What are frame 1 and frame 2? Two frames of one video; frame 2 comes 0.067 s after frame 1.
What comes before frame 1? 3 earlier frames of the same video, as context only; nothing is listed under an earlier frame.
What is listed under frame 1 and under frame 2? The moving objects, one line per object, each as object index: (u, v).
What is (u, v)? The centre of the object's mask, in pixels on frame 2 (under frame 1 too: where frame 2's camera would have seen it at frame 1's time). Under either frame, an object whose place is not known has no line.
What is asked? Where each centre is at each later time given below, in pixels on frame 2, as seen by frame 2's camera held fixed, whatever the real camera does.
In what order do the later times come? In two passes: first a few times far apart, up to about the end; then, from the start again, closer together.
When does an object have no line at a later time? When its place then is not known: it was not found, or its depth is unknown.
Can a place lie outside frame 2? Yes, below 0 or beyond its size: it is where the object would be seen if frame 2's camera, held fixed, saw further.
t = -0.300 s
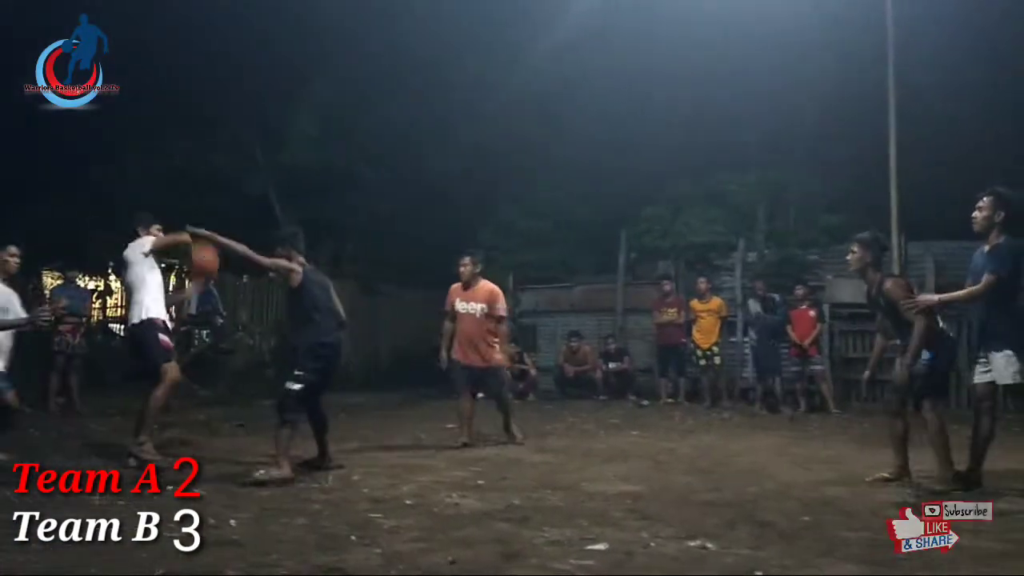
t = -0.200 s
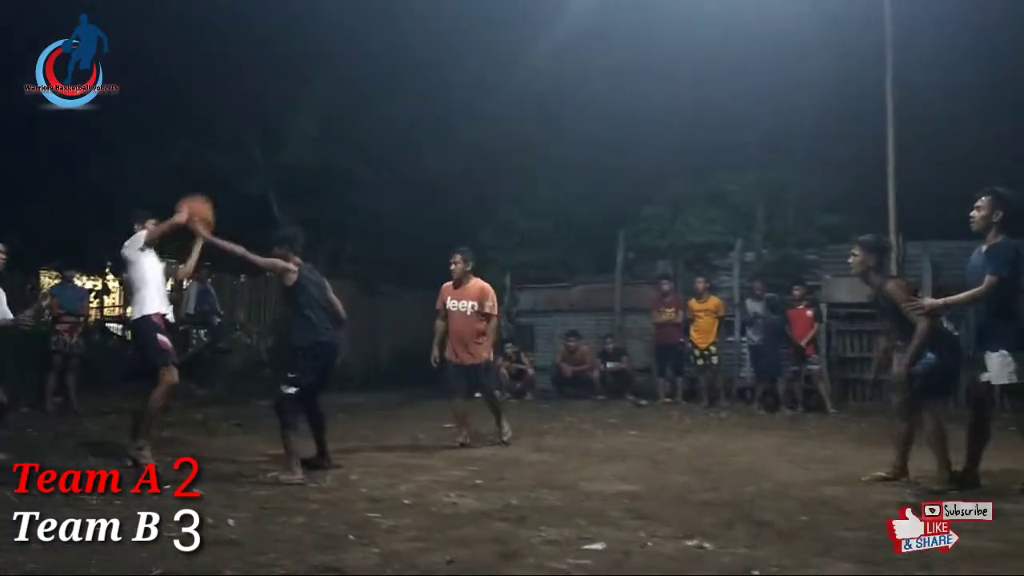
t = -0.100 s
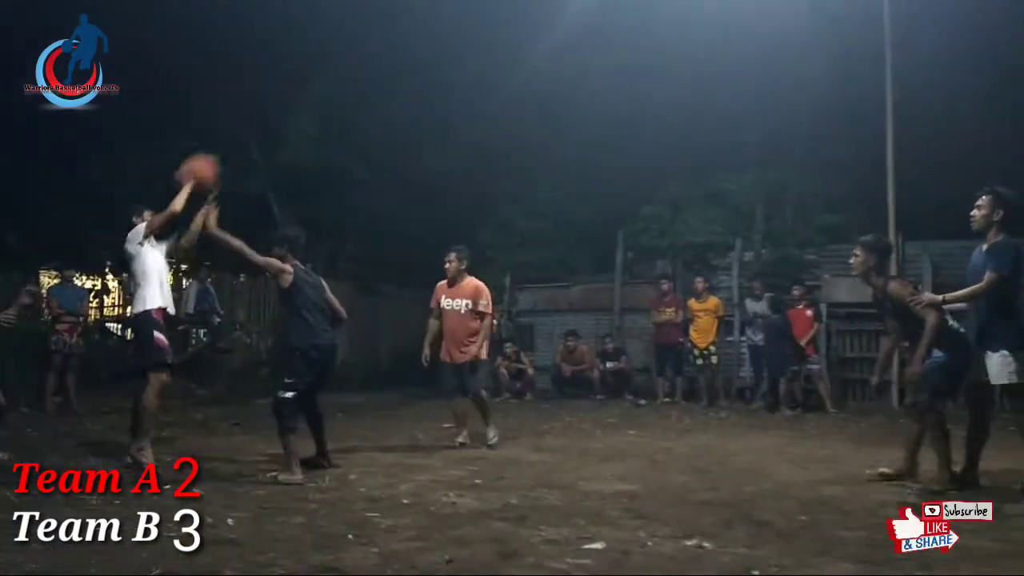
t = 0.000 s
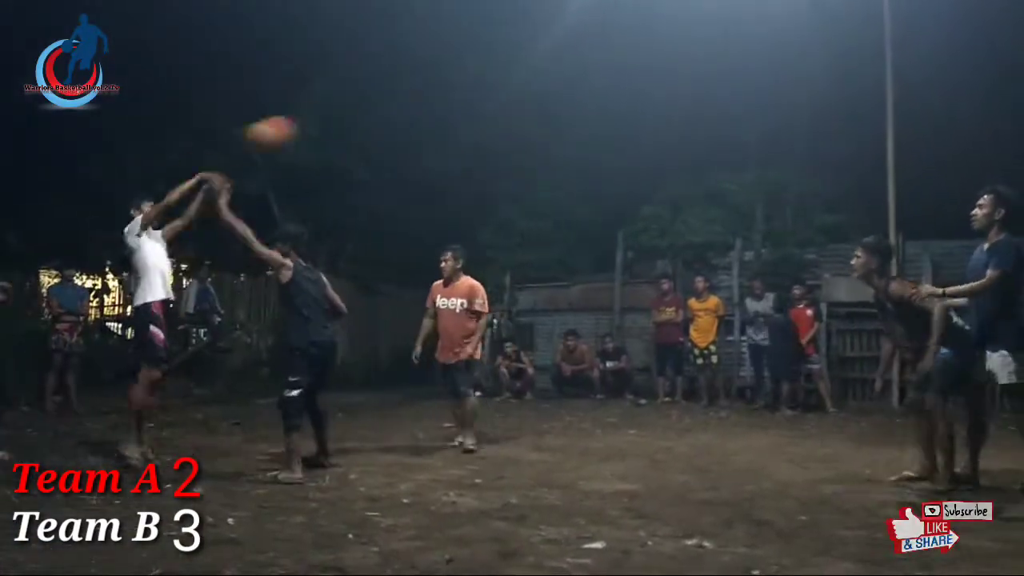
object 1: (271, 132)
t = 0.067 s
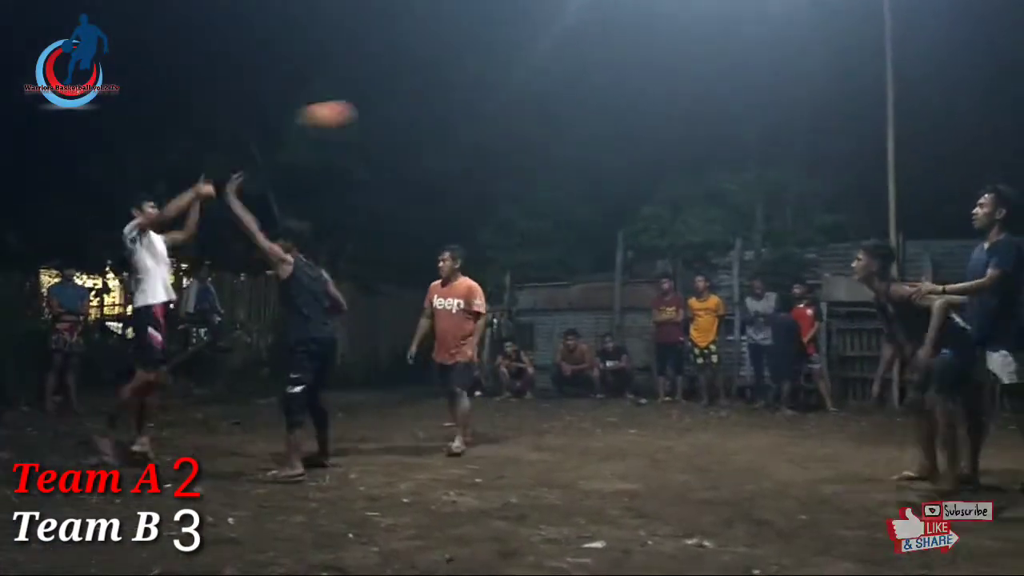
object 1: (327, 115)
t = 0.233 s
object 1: (475, 100)
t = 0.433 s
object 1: (670, 138)
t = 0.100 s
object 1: (356, 108)
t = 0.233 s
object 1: (475, 100)
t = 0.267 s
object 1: (505, 102)
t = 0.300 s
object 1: (538, 105)
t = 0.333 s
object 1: (569, 111)
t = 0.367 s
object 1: (602, 118)
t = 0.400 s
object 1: (635, 127)
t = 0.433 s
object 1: (670, 138)
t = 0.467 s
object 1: (704, 152)
